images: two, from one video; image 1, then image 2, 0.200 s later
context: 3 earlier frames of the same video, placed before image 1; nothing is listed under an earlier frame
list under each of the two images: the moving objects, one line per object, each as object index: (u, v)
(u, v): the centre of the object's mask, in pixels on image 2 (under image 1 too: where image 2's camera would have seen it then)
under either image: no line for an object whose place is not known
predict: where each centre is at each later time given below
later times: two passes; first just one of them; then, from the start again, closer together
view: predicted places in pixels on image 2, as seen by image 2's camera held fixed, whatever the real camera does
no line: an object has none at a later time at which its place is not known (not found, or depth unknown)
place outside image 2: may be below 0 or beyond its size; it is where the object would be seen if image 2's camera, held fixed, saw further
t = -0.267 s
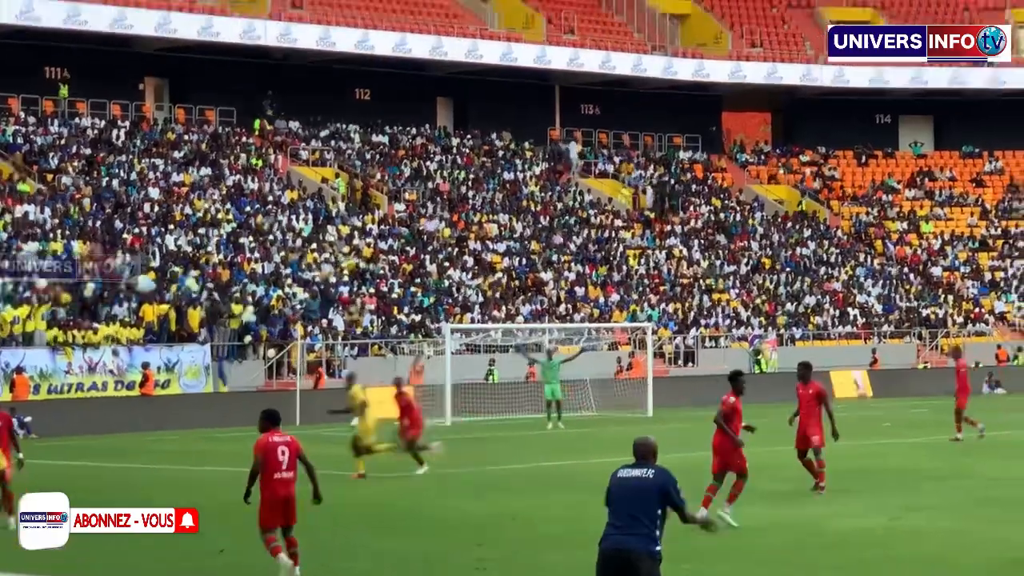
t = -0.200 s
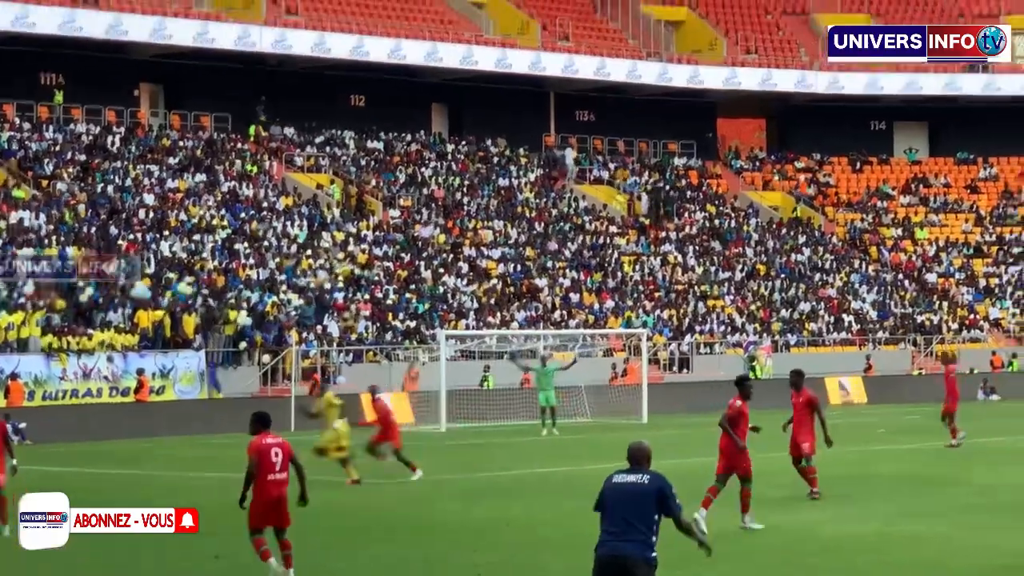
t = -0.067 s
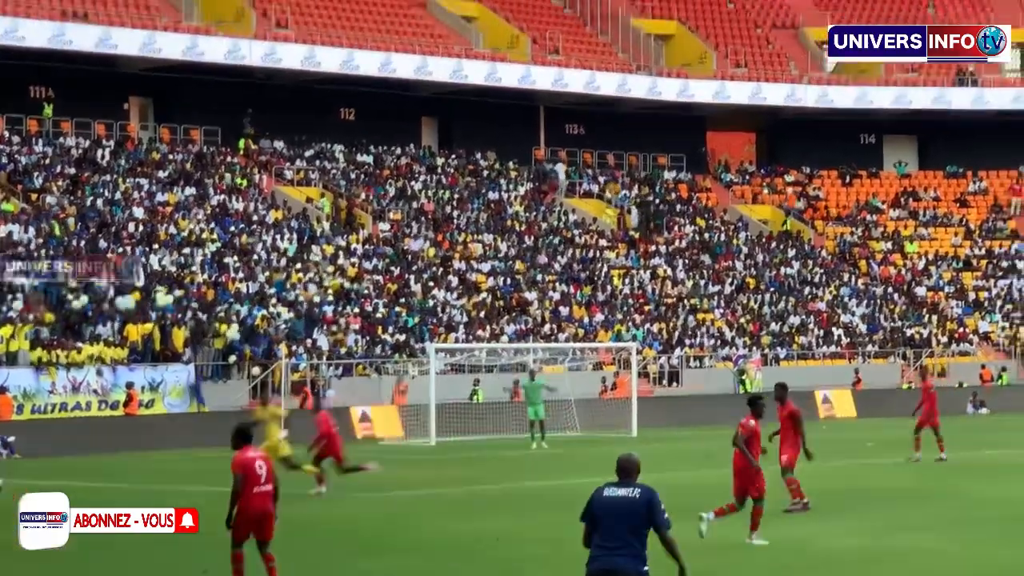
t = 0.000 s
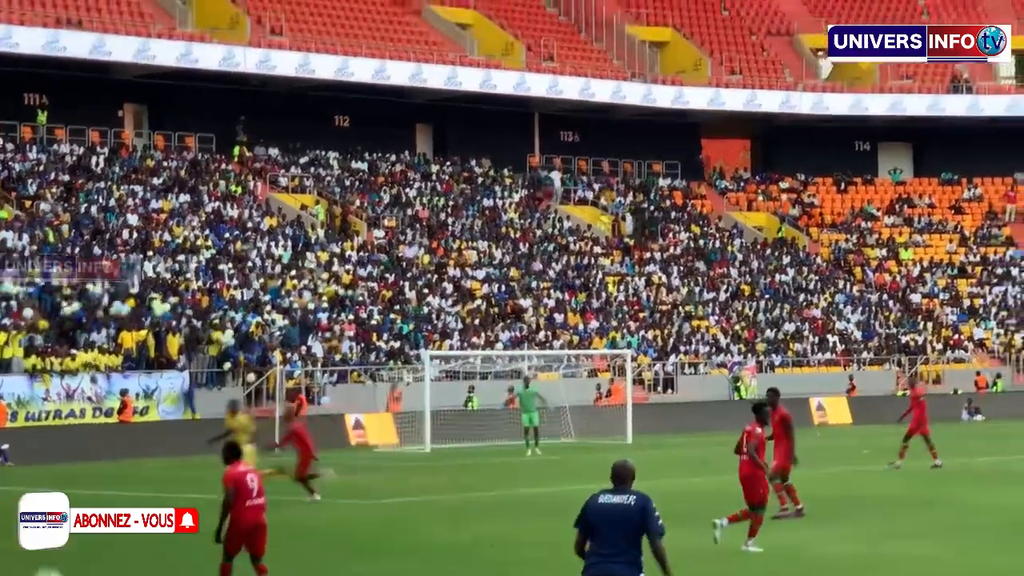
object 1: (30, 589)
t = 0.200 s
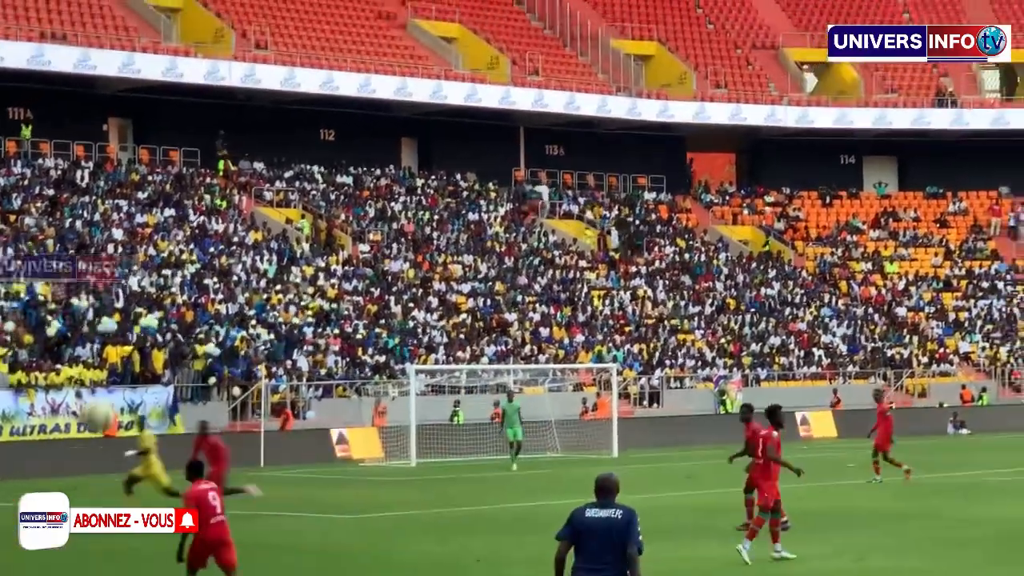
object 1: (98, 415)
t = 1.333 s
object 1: (404, 545)
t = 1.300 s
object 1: (396, 516)
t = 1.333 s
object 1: (404, 545)
